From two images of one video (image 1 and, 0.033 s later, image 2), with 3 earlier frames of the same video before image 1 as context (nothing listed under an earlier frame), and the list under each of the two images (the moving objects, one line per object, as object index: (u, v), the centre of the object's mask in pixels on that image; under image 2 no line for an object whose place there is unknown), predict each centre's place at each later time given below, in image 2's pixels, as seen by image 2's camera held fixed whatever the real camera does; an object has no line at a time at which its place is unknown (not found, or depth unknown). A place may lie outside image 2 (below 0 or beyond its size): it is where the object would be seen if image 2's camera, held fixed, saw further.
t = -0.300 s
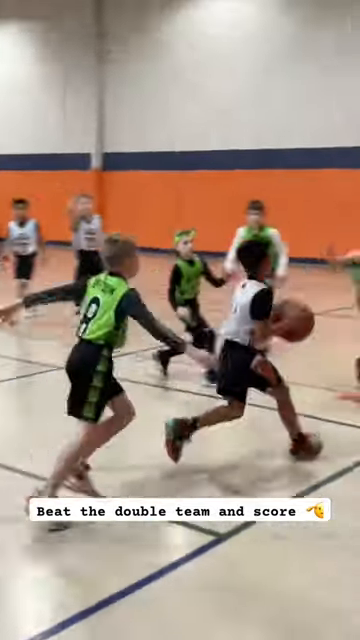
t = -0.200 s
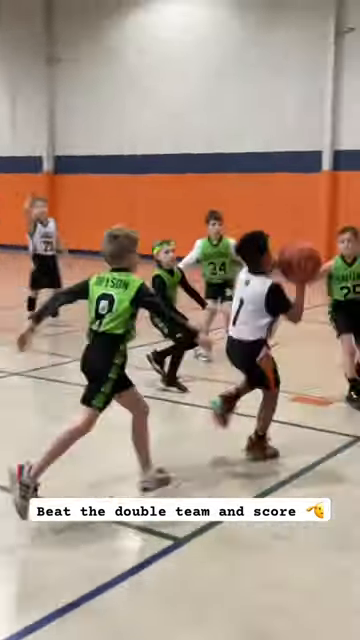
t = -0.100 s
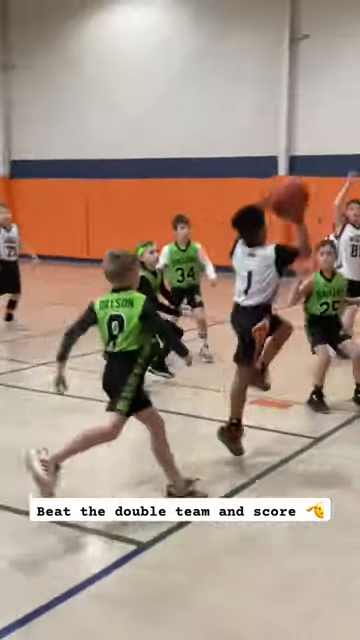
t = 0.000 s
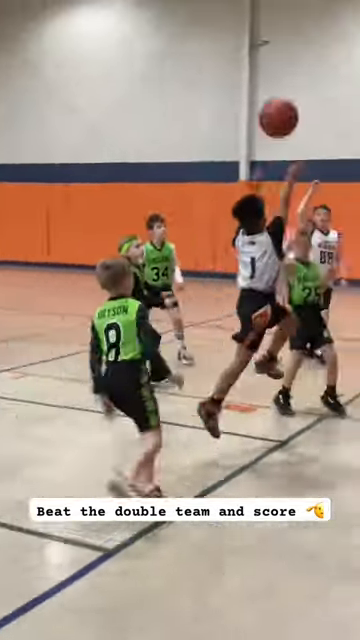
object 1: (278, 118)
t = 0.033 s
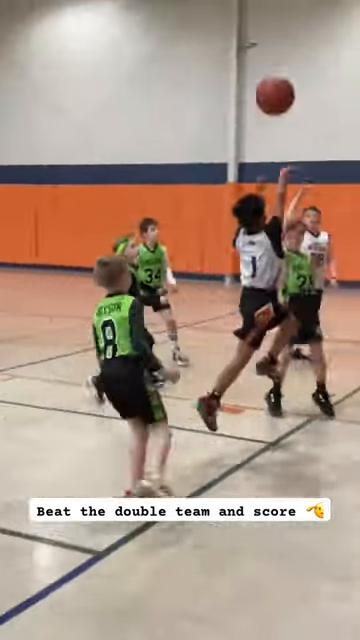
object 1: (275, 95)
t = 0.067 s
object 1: (279, 75)
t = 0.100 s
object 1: (283, 59)
